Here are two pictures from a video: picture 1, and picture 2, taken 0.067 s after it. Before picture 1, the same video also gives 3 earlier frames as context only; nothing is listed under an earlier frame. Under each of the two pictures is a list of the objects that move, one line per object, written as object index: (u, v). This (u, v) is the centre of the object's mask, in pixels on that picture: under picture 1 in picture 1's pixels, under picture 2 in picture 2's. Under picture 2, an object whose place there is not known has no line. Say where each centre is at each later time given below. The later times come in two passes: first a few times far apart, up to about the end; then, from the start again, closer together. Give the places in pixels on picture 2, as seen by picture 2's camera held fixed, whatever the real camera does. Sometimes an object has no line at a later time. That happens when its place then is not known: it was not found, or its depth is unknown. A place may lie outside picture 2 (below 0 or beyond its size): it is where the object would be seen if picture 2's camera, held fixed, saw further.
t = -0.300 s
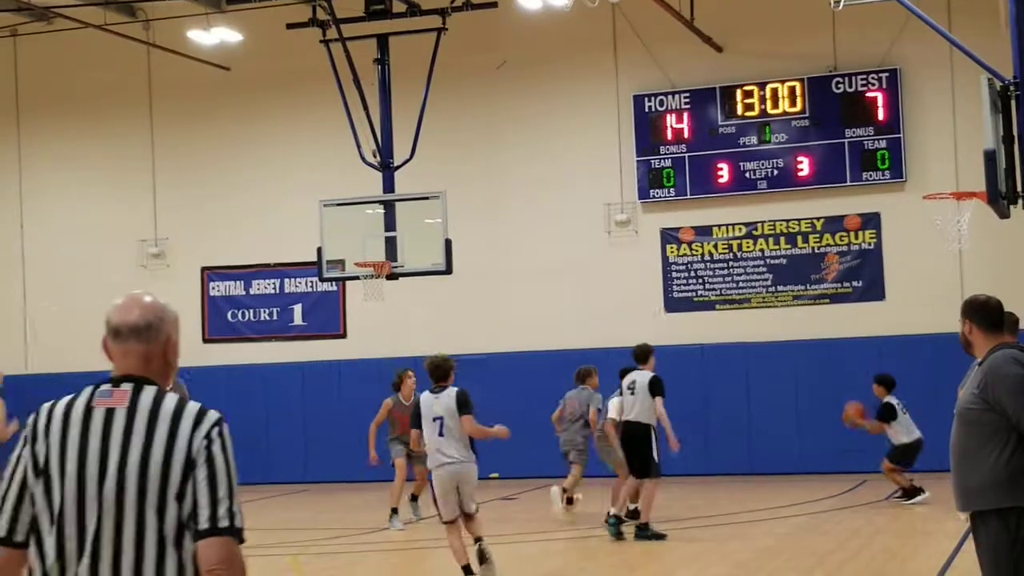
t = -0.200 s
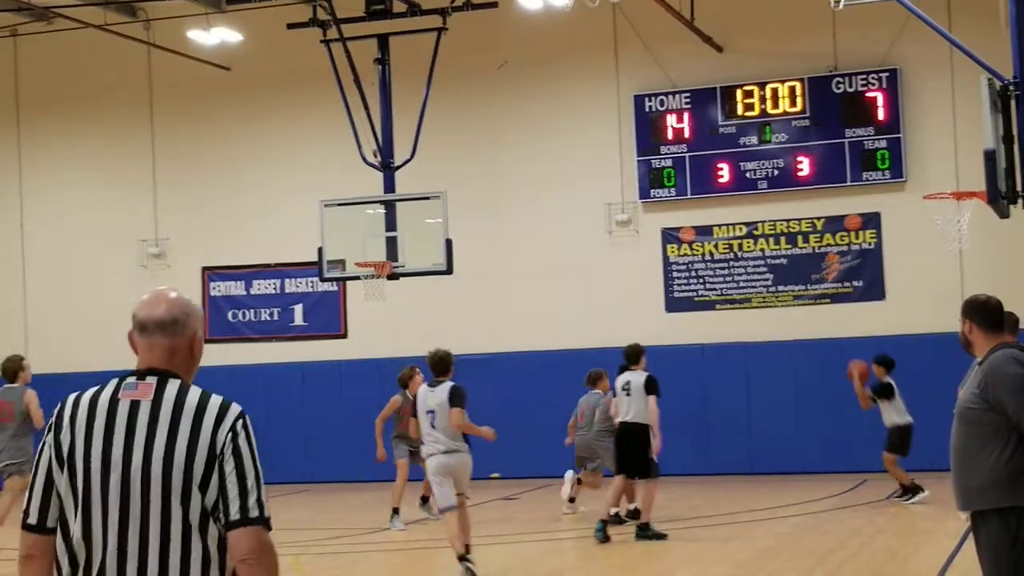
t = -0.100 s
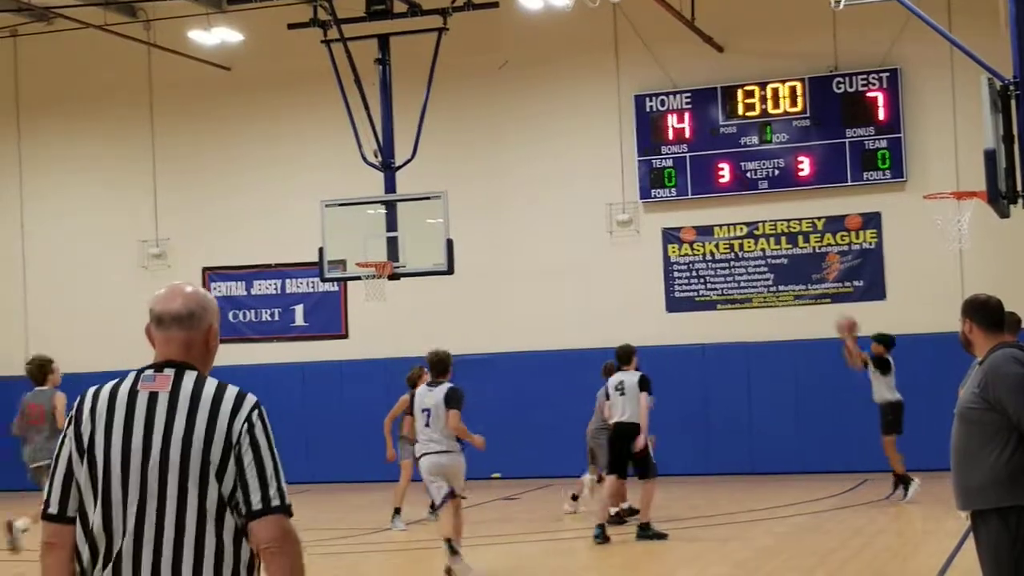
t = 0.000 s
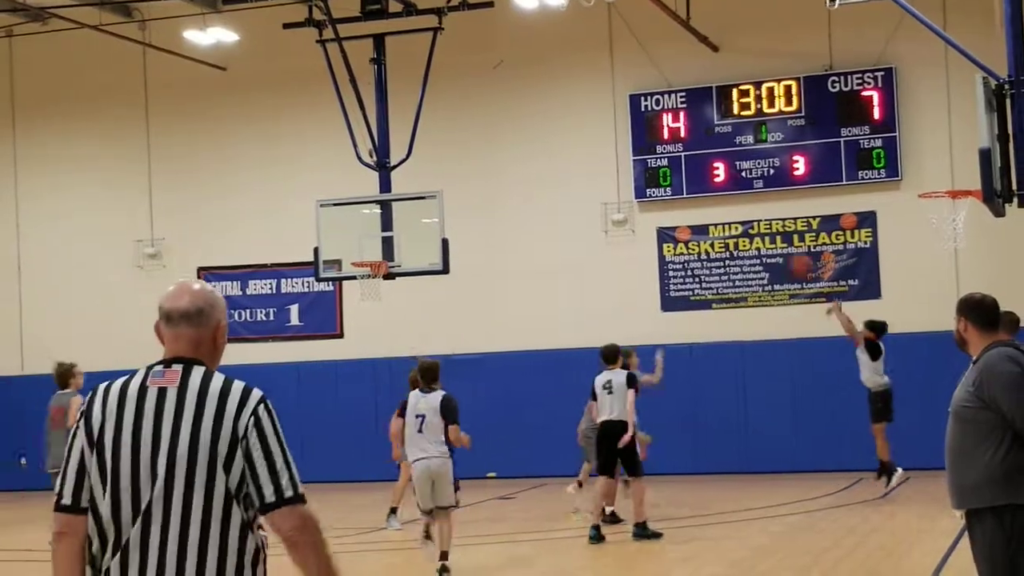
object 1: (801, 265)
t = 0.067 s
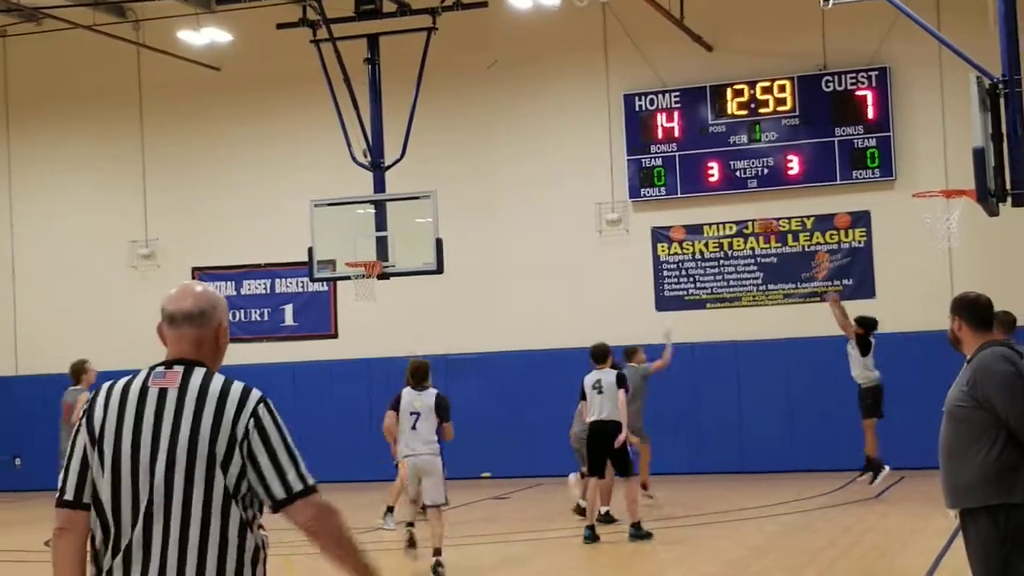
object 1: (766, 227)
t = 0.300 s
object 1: (674, 134)
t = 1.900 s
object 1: (579, 294)
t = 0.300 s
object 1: (674, 134)
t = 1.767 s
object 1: (531, 261)
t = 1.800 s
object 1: (542, 268)
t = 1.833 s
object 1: (555, 276)
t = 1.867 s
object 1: (567, 284)
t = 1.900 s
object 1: (579, 294)
